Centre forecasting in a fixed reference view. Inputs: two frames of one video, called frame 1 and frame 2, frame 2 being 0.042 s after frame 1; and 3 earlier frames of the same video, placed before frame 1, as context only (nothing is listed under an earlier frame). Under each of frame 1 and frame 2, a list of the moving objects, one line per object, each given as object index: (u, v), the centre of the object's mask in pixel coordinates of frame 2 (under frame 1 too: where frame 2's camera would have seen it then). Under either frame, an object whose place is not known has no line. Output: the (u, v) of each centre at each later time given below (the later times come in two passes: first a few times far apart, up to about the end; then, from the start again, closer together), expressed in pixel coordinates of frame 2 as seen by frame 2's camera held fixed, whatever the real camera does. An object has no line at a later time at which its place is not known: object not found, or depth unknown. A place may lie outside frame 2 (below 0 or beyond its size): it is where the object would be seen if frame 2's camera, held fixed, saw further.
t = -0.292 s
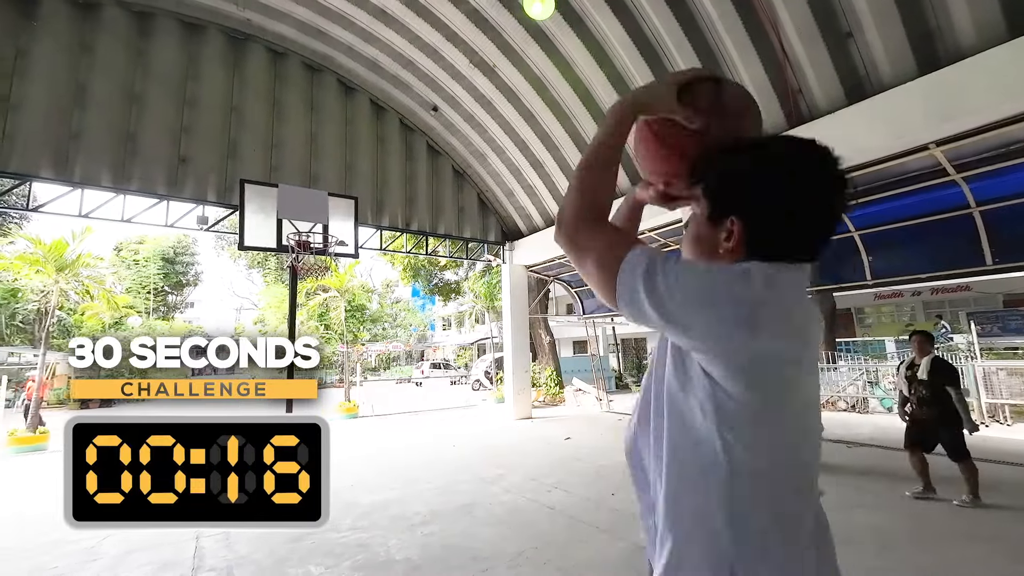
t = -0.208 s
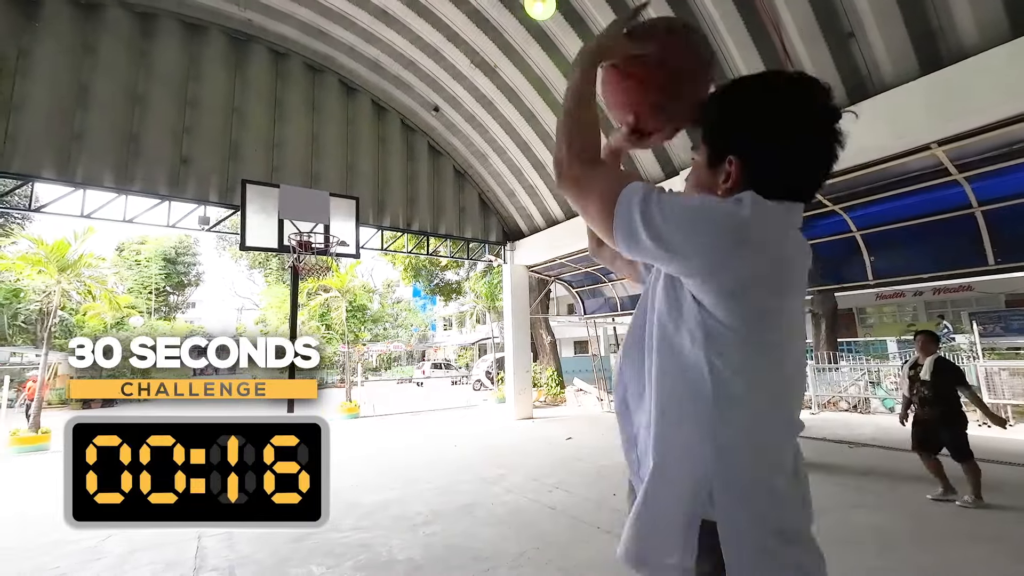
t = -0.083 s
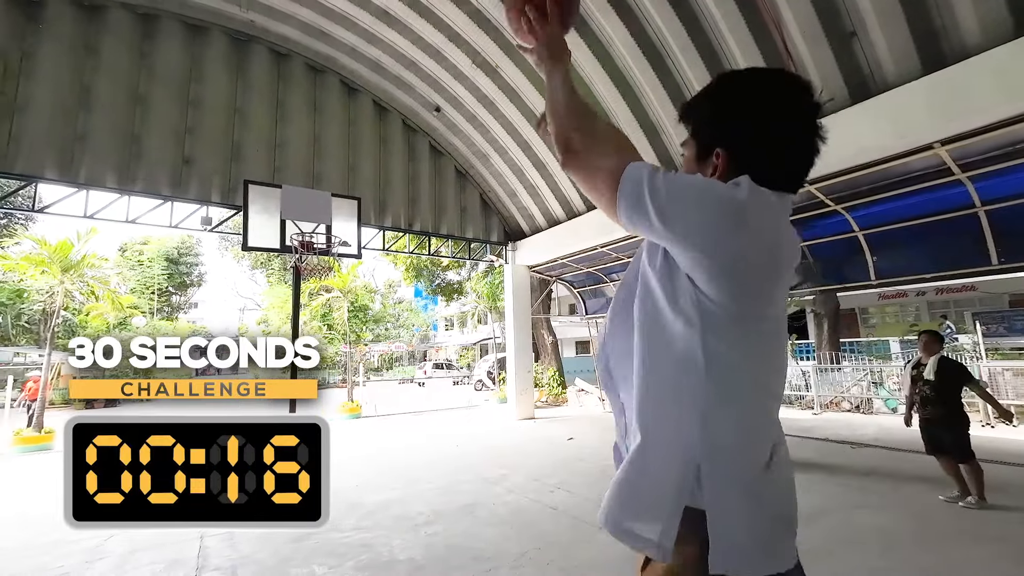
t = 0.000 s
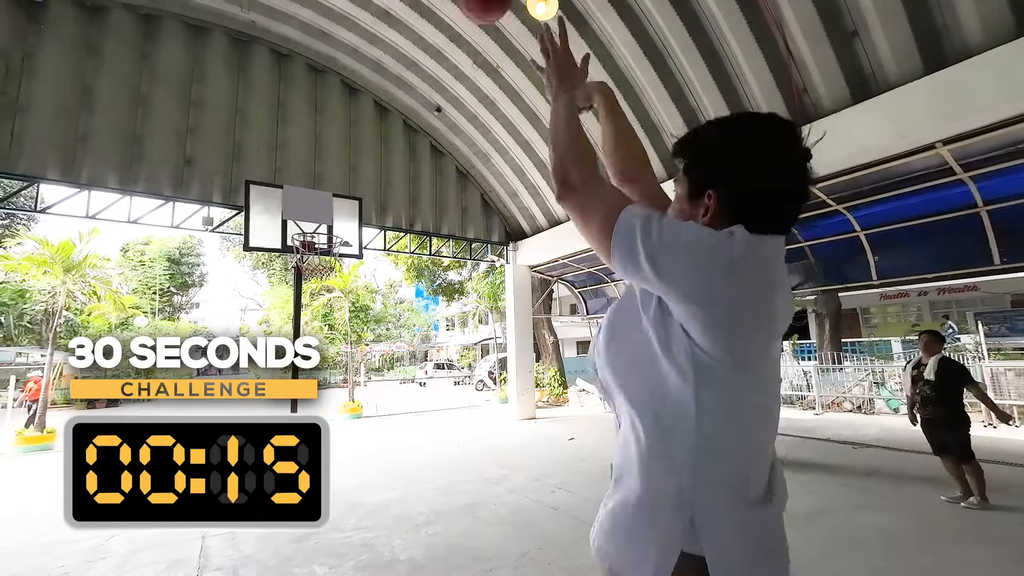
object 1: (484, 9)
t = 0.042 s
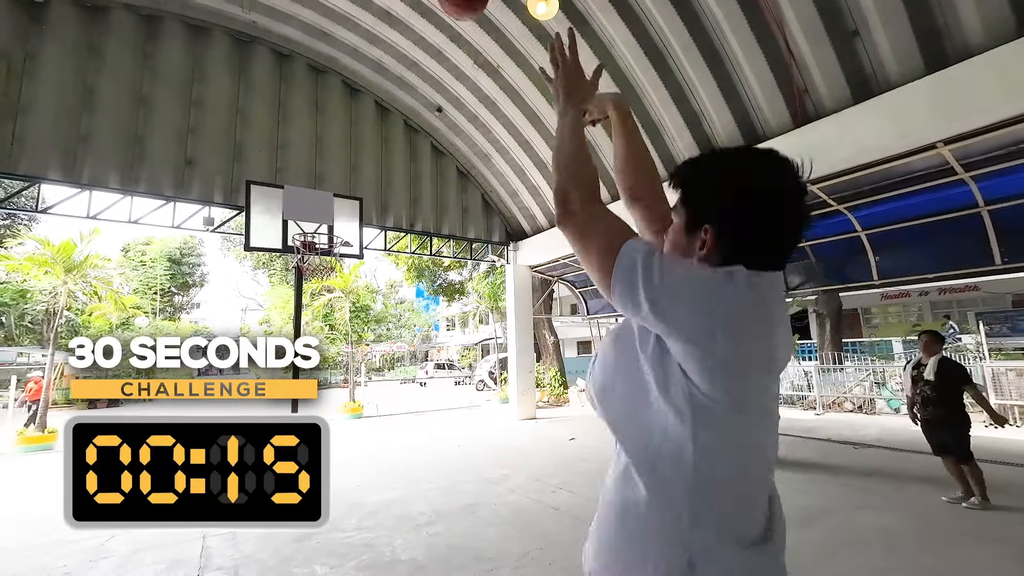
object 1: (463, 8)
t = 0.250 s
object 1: (396, 24)
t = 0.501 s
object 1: (352, 109)
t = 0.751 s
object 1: (325, 213)
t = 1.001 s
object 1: (316, 263)
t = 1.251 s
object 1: (316, 299)
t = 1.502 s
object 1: (317, 402)
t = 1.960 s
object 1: (330, 391)
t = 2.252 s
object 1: (349, 352)
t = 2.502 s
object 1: (363, 396)
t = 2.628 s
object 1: (373, 452)
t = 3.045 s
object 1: (406, 452)
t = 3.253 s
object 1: (425, 431)
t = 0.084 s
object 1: (446, 9)
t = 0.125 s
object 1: (431, 10)
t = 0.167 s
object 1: (419, 13)
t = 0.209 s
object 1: (407, 16)
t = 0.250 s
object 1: (396, 24)
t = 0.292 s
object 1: (388, 35)
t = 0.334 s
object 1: (379, 50)
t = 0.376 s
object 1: (371, 63)
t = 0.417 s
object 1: (365, 77)
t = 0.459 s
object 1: (358, 93)
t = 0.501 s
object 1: (352, 109)
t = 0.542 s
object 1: (347, 125)
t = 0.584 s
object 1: (342, 142)
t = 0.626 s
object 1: (337, 159)
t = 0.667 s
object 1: (333, 179)
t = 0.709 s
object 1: (329, 195)
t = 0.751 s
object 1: (325, 213)
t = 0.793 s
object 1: (320, 234)
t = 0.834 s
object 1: (315, 253)
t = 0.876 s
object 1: (316, 264)
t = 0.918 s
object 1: (315, 264)
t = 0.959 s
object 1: (316, 263)
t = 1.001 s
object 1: (316, 263)
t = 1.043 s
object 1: (317, 264)
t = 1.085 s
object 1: (317, 267)
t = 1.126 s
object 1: (317, 273)
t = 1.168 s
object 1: (317, 279)
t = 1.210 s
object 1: (317, 288)
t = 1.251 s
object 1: (316, 299)
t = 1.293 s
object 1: (316, 311)
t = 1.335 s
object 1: (316, 325)
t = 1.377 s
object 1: (317, 341)
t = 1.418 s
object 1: (317, 359)
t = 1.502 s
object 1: (317, 402)
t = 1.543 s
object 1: (323, 423)
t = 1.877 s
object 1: (328, 417)
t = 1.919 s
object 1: (328, 404)
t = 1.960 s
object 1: (330, 391)
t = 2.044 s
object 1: (336, 371)
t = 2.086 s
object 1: (339, 363)
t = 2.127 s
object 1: (341, 358)
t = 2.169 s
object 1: (344, 353)
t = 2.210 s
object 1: (347, 352)
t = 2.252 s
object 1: (349, 352)
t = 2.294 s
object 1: (351, 353)
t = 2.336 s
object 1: (354, 357)
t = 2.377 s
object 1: (356, 363)
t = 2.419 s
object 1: (358, 372)
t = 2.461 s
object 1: (361, 383)
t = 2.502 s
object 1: (363, 396)
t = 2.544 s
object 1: (366, 411)
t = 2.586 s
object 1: (368, 430)
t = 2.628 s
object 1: (373, 452)
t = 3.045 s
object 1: (406, 452)
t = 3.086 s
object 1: (409, 443)
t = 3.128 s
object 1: (413, 436)
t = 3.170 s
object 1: (417, 432)
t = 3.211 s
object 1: (421, 430)
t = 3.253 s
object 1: (425, 431)
